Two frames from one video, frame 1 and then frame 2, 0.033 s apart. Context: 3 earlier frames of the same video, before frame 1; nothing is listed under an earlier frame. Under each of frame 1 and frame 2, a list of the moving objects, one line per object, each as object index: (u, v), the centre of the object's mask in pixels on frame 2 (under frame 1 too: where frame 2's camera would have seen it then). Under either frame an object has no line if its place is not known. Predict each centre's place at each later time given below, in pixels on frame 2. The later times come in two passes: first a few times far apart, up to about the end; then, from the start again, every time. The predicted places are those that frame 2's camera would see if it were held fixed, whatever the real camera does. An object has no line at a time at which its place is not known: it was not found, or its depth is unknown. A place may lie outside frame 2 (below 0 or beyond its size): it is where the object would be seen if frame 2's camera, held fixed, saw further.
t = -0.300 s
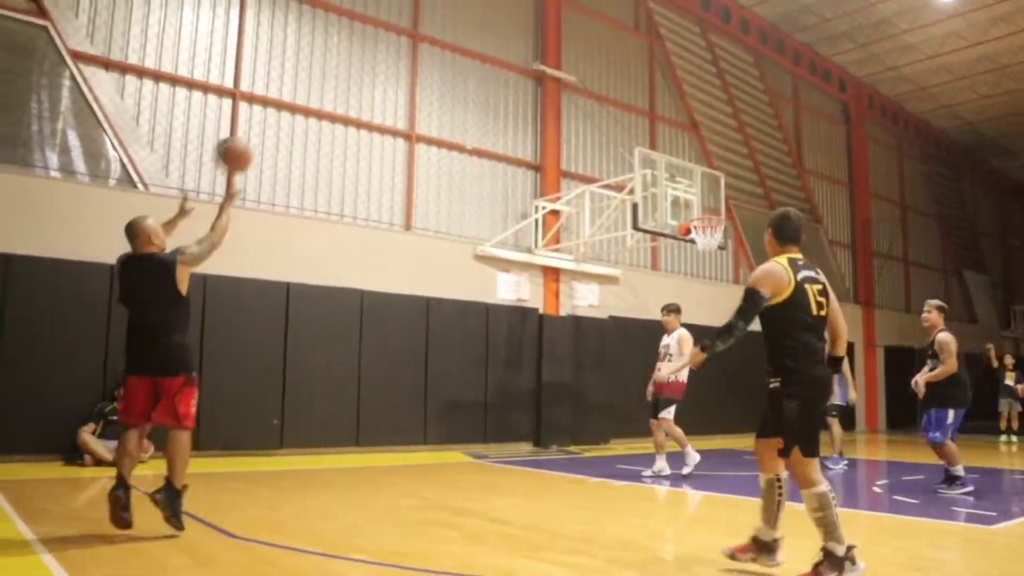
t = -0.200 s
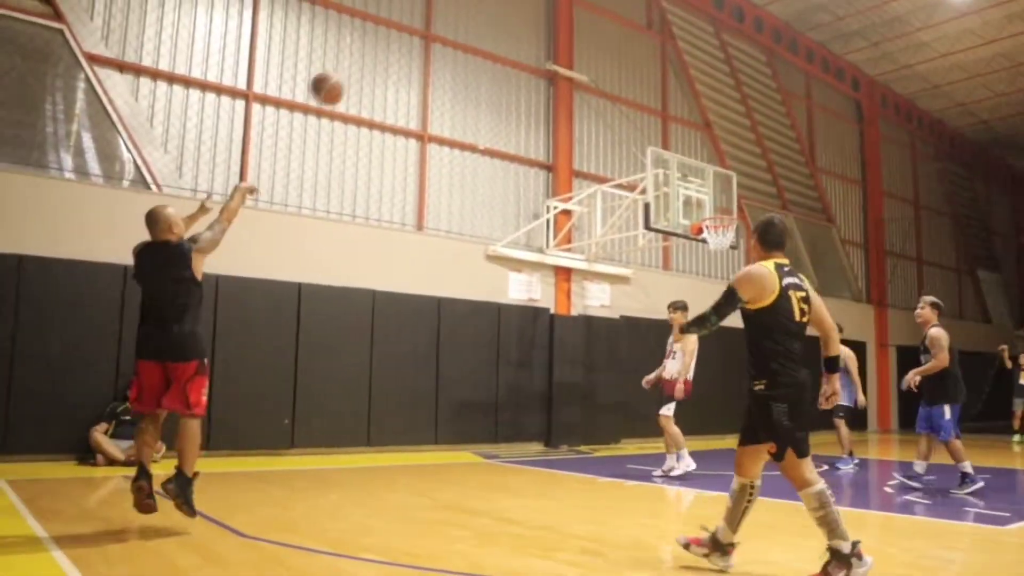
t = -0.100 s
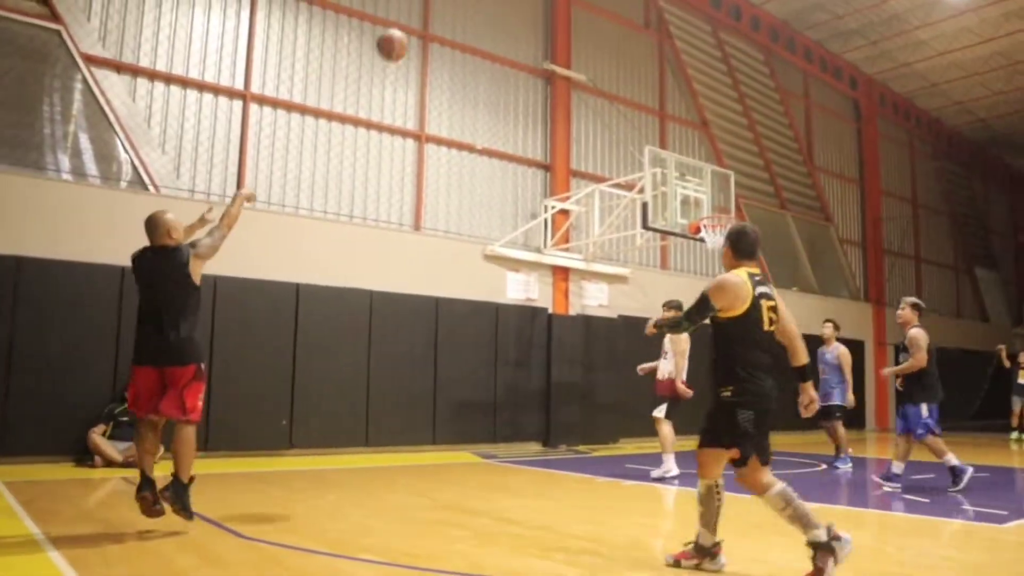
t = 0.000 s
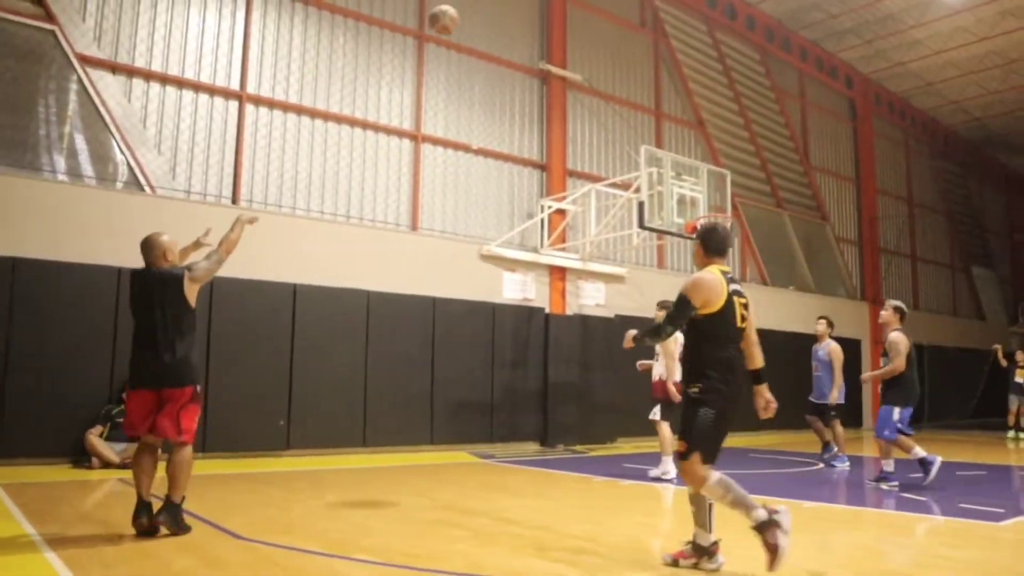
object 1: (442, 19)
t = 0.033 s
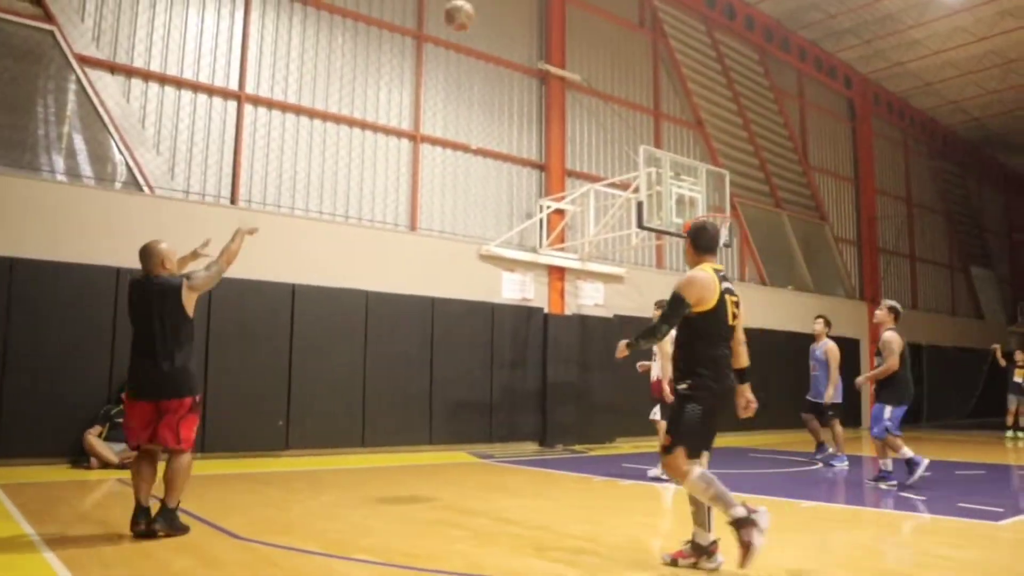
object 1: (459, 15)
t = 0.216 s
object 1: (539, 11)
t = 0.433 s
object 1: (610, 43)
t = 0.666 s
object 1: (673, 111)
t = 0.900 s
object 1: (721, 208)
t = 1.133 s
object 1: (718, 207)
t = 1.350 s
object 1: (748, 215)
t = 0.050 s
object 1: (467, 14)
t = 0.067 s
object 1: (476, 13)
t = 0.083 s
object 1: (482, 12)
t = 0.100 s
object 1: (491, 11)
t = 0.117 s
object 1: (498, 11)
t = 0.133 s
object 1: (505, 11)
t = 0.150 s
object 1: (512, 10)
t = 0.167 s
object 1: (519, 10)
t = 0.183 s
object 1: (525, 10)
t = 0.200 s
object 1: (533, 10)
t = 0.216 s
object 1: (539, 11)
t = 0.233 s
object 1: (545, 12)
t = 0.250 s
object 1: (551, 11)
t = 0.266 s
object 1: (557, 13)
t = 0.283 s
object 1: (563, 16)
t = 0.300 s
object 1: (568, 17)
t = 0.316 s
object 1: (574, 20)
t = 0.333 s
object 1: (579, 22)
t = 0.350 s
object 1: (585, 24)
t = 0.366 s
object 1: (590, 27)
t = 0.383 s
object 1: (595, 30)
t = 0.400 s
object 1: (601, 34)
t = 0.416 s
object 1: (606, 39)
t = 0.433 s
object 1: (610, 43)
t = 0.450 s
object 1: (615, 47)
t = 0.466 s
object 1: (620, 51)
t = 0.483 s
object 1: (625, 55)
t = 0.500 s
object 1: (629, 59)
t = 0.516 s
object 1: (634, 64)
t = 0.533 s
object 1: (638, 69)
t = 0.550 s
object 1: (643, 74)
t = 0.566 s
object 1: (647, 79)
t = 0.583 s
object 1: (652, 84)
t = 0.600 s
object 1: (656, 90)
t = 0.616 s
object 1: (660, 95)
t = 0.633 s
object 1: (664, 101)
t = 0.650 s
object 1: (668, 106)
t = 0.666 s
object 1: (673, 111)
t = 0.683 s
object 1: (677, 118)
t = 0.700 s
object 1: (681, 124)
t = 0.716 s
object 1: (683, 130)
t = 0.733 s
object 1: (689, 137)
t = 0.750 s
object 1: (692, 145)
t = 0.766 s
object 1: (696, 151)
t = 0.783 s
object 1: (699, 159)
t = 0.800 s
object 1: (704, 165)
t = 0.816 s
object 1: (706, 172)
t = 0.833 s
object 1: (710, 181)
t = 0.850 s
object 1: (714, 188)
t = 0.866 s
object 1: (717, 197)
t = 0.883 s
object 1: (720, 204)
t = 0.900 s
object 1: (721, 208)
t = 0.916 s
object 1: (721, 209)
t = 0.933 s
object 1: (721, 209)
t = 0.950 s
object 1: (721, 209)
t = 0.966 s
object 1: (720, 209)
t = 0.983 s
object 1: (720, 209)
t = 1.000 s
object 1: (718, 209)
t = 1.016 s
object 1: (716, 209)
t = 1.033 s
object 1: (715, 209)
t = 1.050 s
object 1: (713, 209)
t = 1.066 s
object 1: (711, 209)
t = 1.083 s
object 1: (712, 209)
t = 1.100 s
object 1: (715, 208)
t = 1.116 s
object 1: (716, 208)
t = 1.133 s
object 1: (718, 207)
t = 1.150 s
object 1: (719, 206)
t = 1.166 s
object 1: (721, 206)
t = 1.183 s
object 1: (724, 206)
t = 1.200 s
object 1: (725, 207)
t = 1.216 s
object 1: (726, 206)
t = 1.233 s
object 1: (731, 206)
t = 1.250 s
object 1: (733, 207)
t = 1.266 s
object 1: (736, 208)
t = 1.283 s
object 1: (739, 209)
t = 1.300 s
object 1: (741, 211)
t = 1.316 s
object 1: (742, 212)
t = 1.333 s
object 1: (745, 214)
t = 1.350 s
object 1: (748, 215)
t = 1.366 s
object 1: (750, 217)
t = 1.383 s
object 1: (752, 219)
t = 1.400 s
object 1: (756, 222)
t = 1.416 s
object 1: (758, 224)
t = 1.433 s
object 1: (761, 228)
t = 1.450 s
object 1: (763, 231)
